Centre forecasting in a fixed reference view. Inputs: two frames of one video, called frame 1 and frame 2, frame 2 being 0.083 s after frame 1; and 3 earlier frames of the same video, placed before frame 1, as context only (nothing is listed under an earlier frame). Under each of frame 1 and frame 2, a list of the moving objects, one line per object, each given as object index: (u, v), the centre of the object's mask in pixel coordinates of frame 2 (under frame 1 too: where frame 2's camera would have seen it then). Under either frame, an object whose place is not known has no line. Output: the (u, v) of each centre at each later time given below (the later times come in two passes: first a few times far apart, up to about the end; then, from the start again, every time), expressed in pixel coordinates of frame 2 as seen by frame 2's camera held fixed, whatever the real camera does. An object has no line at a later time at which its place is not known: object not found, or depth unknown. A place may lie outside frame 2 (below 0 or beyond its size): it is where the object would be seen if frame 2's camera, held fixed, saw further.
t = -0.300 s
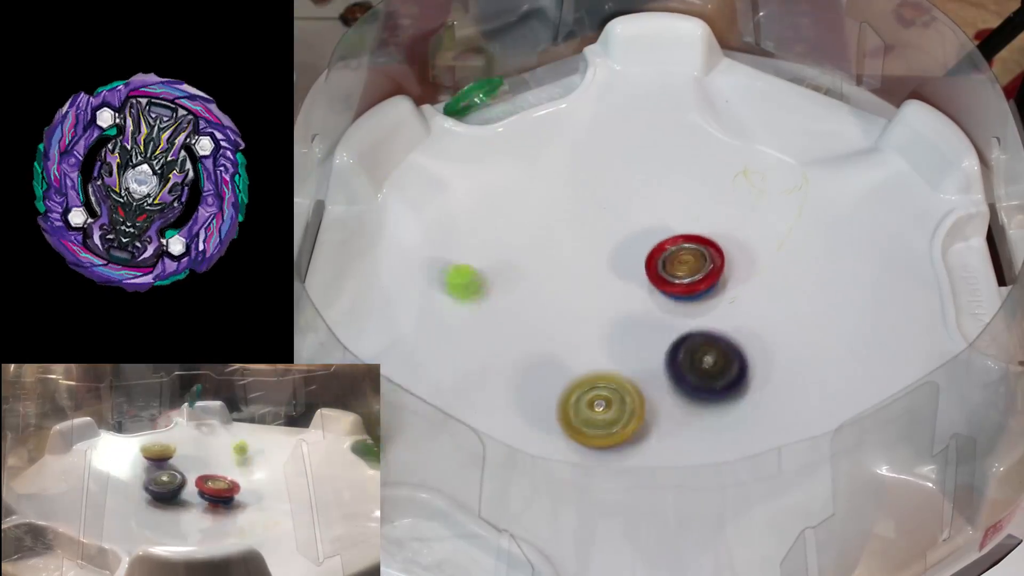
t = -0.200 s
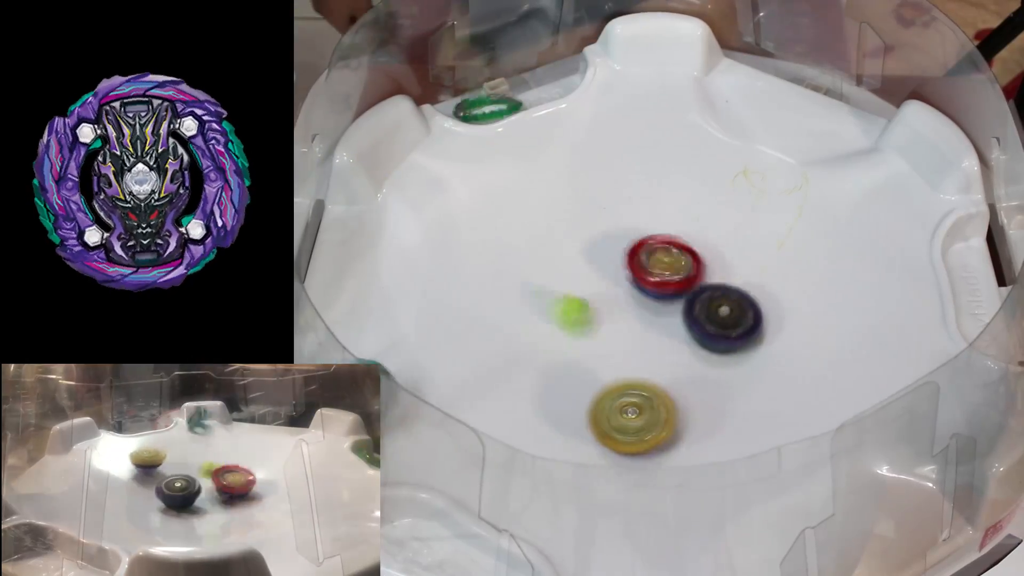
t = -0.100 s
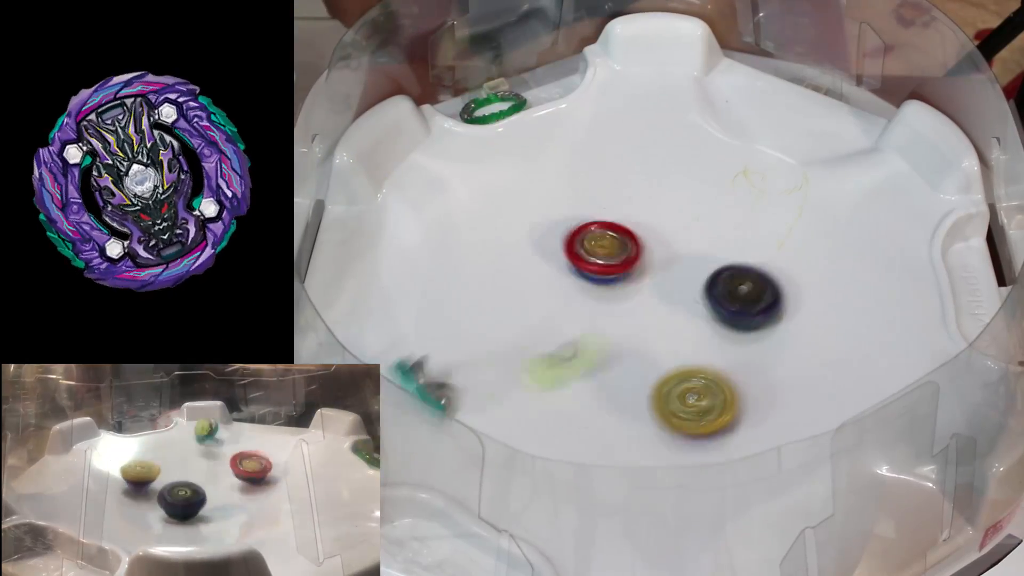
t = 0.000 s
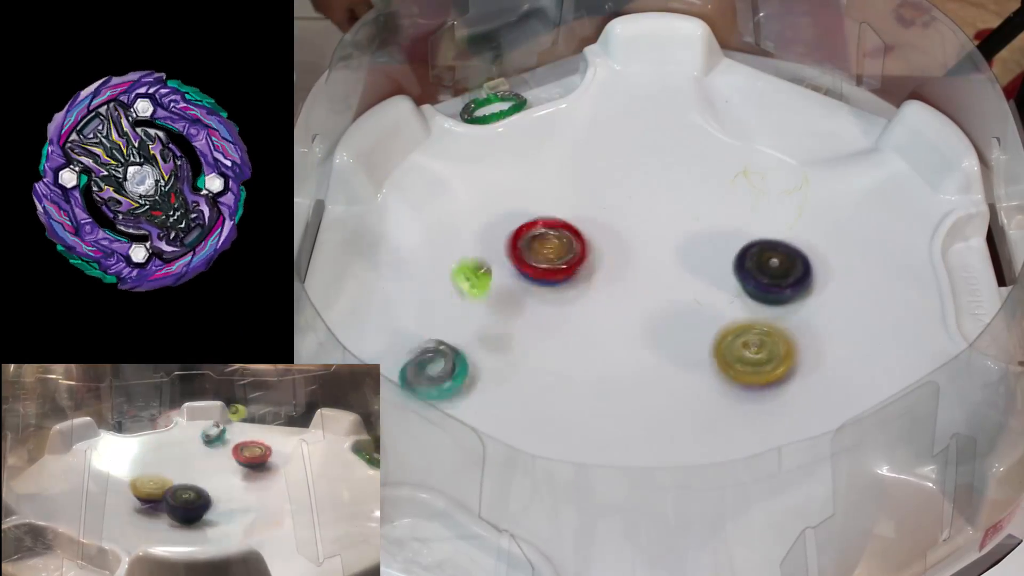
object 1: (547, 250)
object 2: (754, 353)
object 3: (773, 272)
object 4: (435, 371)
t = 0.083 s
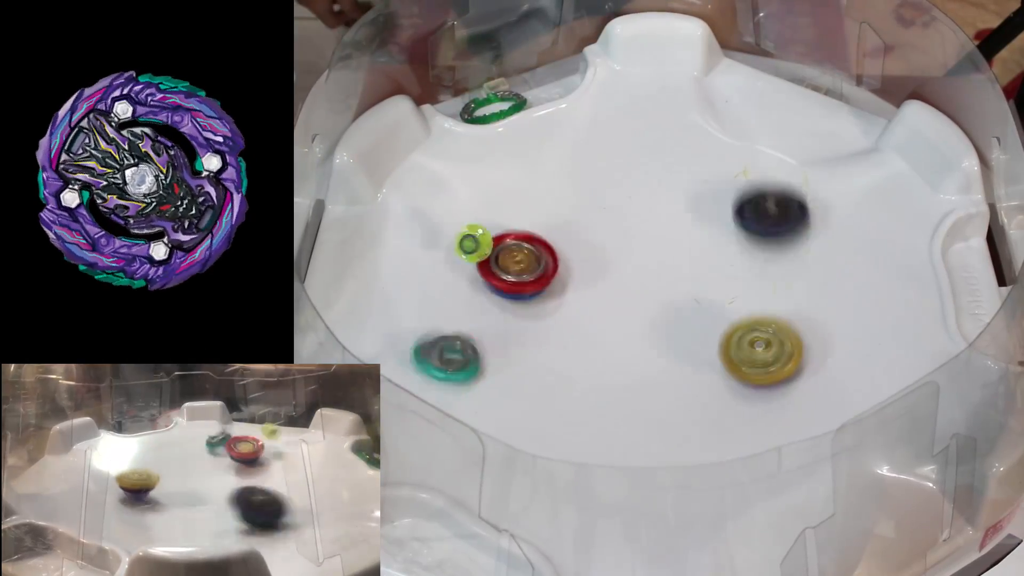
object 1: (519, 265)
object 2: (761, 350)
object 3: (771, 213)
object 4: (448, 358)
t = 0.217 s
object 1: (535, 281)
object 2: (732, 381)
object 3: (733, 102)
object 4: (475, 353)
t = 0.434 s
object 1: (645, 282)
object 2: (693, 337)
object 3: (775, 86)
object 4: (495, 359)
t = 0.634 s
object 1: (721, 249)
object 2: (641, 357)
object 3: (845, 133)
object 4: (502, 358)
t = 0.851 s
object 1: (737, 266)
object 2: (634, 389)
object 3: (830, 194)
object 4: (507, 357)
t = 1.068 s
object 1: (668, 316)
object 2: (657, 391)
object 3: (766, 279)
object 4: (512, 356)
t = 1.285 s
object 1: (592, 322)
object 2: (651, 394)
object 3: (689, 329)
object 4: (516, 355)
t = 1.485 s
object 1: (586, 313)
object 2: (634, 380)
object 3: (685, 263)
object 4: (518, 355)
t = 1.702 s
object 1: (608, 240)
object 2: (659, 400)
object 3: (742, 234)
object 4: (524, 354)
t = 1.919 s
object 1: (644, 238)
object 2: (651, 349)
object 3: (776, 259)
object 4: (530, 353)
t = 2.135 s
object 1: (655, 296)
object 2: (586, 315)
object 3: (770, 248)
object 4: (522, 352)
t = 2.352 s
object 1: (663, 320)
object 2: (549, 303)
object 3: (760, 270)
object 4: (512, 356)
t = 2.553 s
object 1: (660, 326)
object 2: (567, 305)
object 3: (709, 266)
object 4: (514, 356)
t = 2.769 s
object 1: (674, 336)
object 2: (589, 281)
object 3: (687, 242)
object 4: (517, 355)
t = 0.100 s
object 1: (516, 268)
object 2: (759, 358)
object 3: (767, 194)
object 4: (451, 352)
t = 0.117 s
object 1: (513, 272)
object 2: (756, 364)
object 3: (763, 177)
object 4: (460, 347)
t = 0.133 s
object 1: (512, 275)
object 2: (752, 369)
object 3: (759, 161)
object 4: (468, 346)
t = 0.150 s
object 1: (512, 279)
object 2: (748, 374)
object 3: (754, 146)
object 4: (474, 345)
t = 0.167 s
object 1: (513, 281)
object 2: (744, 377)
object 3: (749, 134)
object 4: (479, 339)
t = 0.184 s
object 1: (518, 281)
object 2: (740, 379)
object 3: (744, 122)
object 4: (478, 344)
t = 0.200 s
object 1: (527, 281)
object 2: (736, 380)
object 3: (738, 111)
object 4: (477, 350)
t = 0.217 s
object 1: (535, 281)
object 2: (732, 381)
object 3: (733, 102)
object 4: (475, 353)
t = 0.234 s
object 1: (543, 281)
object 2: (729, 380)
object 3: (728, 93)
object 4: (474, 355)
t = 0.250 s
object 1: (553, 281)
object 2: (725, 379)
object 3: (724, 84)
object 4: (475, 358)
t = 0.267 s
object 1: (562, 282)
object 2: (723, 377)
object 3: (723, 76)
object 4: (476, 360)
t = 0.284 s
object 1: (570, 283)
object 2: (720, 374)
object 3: (728, 71)
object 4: (478, 360)
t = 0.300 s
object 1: (579, 284)
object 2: (718, 371)
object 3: (734, 68)
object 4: (481, 361)
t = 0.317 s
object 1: (588, 285)
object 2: (715, 367)
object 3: (740, 68)
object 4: (483, 361)
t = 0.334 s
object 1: (596, 286)
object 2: (712, 363)
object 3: (745, 71)
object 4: (485, 361)
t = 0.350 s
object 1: (605, 287)
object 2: (710, 358)
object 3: (751, 73)
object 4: (487, 361)
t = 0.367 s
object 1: (613, 286)
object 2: (707, 354)
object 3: (756, 73)
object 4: (489, 360)
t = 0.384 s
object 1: (621, 286)
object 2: (705, 349)
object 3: (761, 75)
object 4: (491, 360)
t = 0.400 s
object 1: (630, 285)
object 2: (702, 345)
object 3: (766, 79)
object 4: (493, 360)
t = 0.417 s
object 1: (638, 284)
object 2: (697, 341)
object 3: (770, 82)
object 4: (494, 360)
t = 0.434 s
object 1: (645, 282)
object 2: (693, 337)
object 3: (775, 86)
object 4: (495, 359)
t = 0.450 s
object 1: (653, 278)
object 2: (688, 335)
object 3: (780, 89)
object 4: (496, 359)
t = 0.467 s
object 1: (657, 275)
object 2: (684, 336)
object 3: (785, 93)
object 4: (497, 359)
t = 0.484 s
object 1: (664, 268)
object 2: (680, 337)
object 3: (791, 97)
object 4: (498, 359)
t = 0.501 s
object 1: (674, 265)
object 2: (676, 339)
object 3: (796, 100)
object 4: (498, 359)
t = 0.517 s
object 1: (680, 264)
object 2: (672, 340)
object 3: (802, 105)
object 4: (499, 359)
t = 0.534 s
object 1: (684, 259)
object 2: (667, 343)
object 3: (808, 108)
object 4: (499, 359)
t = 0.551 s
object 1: (693, 255)
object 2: (663, 345)
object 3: (814, 112)
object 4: (500, 359)
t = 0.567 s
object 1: (700, 255)
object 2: (658, 347)
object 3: (820, 116)
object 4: (501, 358)
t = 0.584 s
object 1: (704, 252)
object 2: (653, 349)
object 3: (826, 121)
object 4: (501, 358)
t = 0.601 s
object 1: (711, 251)
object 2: (649, 352)
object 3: (832, 126)
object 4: (502, 358)
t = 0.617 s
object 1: (717, 251)
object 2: (645, 354)
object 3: (839, 130)
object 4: (502, 358)
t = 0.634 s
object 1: (721, 249)
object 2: (641, 357)
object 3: (845, 133)
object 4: (502, 358)
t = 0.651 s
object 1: (726, 247)
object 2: (637, 359)
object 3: (849, 134)
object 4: (503, 358)
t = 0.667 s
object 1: (730, 248)
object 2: (634, 362)
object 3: (852, 135)
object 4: (503, 358)
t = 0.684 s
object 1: (733, 249)
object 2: (631, 365)
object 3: (854, 138)
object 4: (503, 358)
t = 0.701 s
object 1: (735, 249)
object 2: (629, 368)
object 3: (854, 141)
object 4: (503, 358)
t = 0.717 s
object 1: (737, 250)
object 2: (627, 371)
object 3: (854, 144)
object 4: (504, 358)
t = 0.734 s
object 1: (738, 251)
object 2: (626, 373)
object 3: (853, 148)
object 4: (504, 358)
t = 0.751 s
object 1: (740, 252)
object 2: (625, 376)
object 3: (851, 153)
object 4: (505, 358)
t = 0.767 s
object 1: (740, 255)
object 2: (625, 379)
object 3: (849, 159)
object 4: (505, 358)
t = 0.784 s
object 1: (739, 257)
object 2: (626, 381)
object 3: (846, 165)
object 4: (505, 357)
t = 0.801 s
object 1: (739, 259)
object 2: (627, 383)
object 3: (843, 172)
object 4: (506, 357)
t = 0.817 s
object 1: (738, 261)
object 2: (628, 385)
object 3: (839, 179)
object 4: (506, 357)
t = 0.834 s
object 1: (737, 263)
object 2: (631, 387)
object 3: (835, 186)
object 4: (506, 357)
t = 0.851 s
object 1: (737, 266)
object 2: (634, 389)
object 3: (830, 194)
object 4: (507, 357)
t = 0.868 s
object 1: (735, 269)
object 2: (638, 390)
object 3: (825, 202)
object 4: (507, 357)
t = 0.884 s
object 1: (733, 273)
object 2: (642, 391)
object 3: (820, 210)
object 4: (507, 357)
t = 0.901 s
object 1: (731, 276)
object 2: (647, 390)
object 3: (814, 218)
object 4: (508, 357)
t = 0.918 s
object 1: (729, 280)
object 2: (652, 389)
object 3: (808, 227)
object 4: (508, 357)
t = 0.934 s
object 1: (726, 285)
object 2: (657, 388)
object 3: (800, 235)
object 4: (509, 356)
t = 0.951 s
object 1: (723, 289)
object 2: (661, 386)
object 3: (793, 245)
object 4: (509, 356)
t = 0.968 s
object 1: (717, 296)
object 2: (665, 383)
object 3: (787, 252)
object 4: (510, 356)
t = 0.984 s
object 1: (707, 307)
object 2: (668, 379)
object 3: (785, 256)
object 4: (510, 356)
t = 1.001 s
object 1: (697, 318)
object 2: (670, 377)
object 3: (783, 260)
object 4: (510, 356)
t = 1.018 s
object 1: (689, 318)
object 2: (667, 380)
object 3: (780, 264)
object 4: (510, 356)
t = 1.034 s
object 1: (683, 316)
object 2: (663, 384)
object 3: (776, 269)
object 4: (511, 356)
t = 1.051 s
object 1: (675, 315)
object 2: (660, 387)
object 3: (771, 273)
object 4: (511, 356)
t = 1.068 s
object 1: (668, 316)
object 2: (657, 391)
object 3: (766, 279)
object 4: (512, 356)
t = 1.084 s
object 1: (662, 316)
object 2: (654, 393)
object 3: (761, 285)
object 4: (512, 356)
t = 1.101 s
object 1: (655, 316)
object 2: (652, 395)
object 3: (756, 291)
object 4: (512, 356)
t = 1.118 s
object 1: (647, 316)
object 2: (651, 396)
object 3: (750, 296)
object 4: (513, 356)
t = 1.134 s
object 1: (641, 317)
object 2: (650, 397)
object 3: (744, 303)
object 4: (513, 355)
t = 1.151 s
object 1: (634, 318)
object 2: (650, 396)
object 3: (737, 308)
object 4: (514, 355)
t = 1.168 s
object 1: (628, 320)
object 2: (651, 397)
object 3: (729, 313)
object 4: (514, 355)
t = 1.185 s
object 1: (622, 321)
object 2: (652, 396)
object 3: (722, 318)
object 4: (514, 355)
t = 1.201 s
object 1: (616, 321)
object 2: (653, 395)
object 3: (715, 323)
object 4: (514, 355)
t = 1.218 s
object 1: (610, 322)
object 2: (654, 393)
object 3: (708, 327)
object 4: (515, 355)
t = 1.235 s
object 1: (606, 322)
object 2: (655, 391)
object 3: (702, 331)
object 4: (515, 355)
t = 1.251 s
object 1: (601, 322)
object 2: (656, 390)
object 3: (696, 334)
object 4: (515, 355)
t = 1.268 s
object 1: (597, 322)
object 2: (653, 392)
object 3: (691, 332)
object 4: (515, 355)
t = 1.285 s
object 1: (592, 322)
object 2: (651, 394)
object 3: (689, 329)
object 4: (516, 355)
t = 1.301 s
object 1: (589, 322)
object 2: (648, 395)
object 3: (686, 324)
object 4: (516, 355)
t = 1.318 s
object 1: (586, 321)
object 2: (645, 396)
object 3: (684, 319)
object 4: (516, 355)
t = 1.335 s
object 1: (583, 320)
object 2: (642, 396)
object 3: (682, 314)
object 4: (516, 355)
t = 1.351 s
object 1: (582, 320)
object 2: (641, 396)
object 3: (681, 309)
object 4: (517, 355)
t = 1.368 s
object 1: (581, 319)
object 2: (640, 395)
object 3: (680, 303)
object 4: (517, 355)
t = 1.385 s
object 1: (580, 318)
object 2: (639, 394)
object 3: (679, 297)
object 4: (517, 355)
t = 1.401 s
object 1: (580, 318)
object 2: (638, 392)
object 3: (679, 291)
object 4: (517, 355)
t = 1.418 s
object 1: (580, 317)
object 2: (638, 390)
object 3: (680, 285)
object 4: (517, 355)
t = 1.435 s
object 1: (581, 317)
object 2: (637, 389)
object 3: (680, 280)
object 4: (518, 355)
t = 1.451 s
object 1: (583, 316)
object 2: (636, 386)
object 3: (682, 274)
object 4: (518, 355)
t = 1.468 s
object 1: (584, 314)
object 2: (635, 383)
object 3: (683, 268)
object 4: (518, 355)
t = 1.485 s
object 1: (586, 313)
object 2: (634, 380)
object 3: (685, 263)
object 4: (518, 355)
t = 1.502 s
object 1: (588, 313)
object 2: (633, 377)
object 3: (687, 259)
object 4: (518, 355)
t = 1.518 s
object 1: (589, 312)
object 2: (631, 374)
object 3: (690, 254)
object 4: (518, 355)
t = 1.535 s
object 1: (591, 309)
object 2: (630, 372)
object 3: (693, 250)
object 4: (518, 355)
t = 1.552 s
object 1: (593, 299)
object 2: (631, 376)
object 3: (696, 247)
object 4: (518, 355)
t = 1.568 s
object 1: (593, 289)
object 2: (632, 384)
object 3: (699, 244)
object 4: (519, 355)
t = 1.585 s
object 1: (593, 279)
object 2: (634, 389)
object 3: (703, 241)
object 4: (519, 355)
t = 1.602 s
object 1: (595, 270)
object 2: (635, 392)
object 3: (707, 240)
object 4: (520, 355)
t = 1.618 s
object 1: (597, 262)
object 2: (637, 396)
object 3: (712, 238)
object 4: (521, 354)
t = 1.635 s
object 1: (599, 256)
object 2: (641, 399)
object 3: (718, 236)
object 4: (521, 354)
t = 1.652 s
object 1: (601, 251)
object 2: (645, 400)
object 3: (724, 234)
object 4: (522, 354)
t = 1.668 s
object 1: (603, 246)
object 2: (649, 401)
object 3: (730, 234)
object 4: (523, 354)
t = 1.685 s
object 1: (605, 243)
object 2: (654, 401)
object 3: (736, 234)
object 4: (523, 354)
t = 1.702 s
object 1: (608, 240)
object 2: (659, 400)
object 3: (742, 234)
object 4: (524, 354)
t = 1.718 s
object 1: (611, 237)
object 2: (664, 398)
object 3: (748, 236)
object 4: (525, 354)
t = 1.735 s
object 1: (614, 236)
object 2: (667, 395)
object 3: (753, 239)
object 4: (525, 354)
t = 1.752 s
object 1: (617, 234)
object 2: (671, 391)
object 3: (758, 242)
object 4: (526, 354)
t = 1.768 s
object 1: (619, 232)
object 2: (674, 387)
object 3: (762, 245)
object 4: (526, 354)
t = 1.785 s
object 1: (622, 232)
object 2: (677, 382)
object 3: (765, 250)
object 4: (527, 353)
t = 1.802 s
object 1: (625, 232)
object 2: (679, 377)
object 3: (768, 255)
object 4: (527, 353)
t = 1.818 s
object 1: (627, 231)
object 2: (680, 372)
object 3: (770, 261)
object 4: (527, 353)
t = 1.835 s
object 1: (630, 232)
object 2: (678, 366)
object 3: (771, 267)
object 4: (528, 353)
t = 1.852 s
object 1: (632, 233)
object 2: (672, 363)
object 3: (771, 272)
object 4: (528, 353)
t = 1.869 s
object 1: (634, 233)
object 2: (668, 360)
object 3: (773, 266)
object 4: (529, 353)
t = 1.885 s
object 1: (638, 234)
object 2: (662, 356)
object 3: (774, 261)
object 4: (529, 353)
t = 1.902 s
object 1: (641, 236)
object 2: (657, 353)
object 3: (775, 259)
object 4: (529, 353)
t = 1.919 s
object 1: (644, 238)
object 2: (651, 349)
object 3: (776, 259)
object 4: (530, 353)
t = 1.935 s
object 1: (648, 240)
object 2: (645, 346)
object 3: (775, 256)
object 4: (530, 353)
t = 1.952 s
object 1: (651, 242)
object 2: (640, 343)
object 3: (773, 253)
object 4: (530, 353)
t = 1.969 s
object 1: (655, 246)
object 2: (634, 339)
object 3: (772, 251)
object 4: (531, 352)
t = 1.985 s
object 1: (658, 249)
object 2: (628, 337)
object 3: (769, 250)
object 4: (531, 352)
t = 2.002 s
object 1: (662, 253)
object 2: (621, 333)
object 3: (766, 249)
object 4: (531, 352)
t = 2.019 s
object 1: (665, 257)
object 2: (615, 330)
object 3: (763, 249)
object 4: (531, 352)
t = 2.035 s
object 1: (669, 262)
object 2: (610, 328)
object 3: (760, 250)
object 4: (532, 353)
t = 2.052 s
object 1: (673, 266)
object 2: (604, 325)
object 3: (756, 251)
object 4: (532, 352)
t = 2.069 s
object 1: (677, 269)
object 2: (599, 323)
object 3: (753, 252)
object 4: (532, 352)
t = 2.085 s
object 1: (675, 275)
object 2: (593, 321)
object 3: (754, 252)
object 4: (531, 352)
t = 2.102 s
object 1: (668, 283)
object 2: (589, 319)
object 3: (761, 250)
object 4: (531, 352)
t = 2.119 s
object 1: (661, 290)
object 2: (587, 317)
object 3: (766, 249)
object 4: (528, 352)
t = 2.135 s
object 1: (655, 296)
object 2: (586, 315)
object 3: (770, 248)
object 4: (522, 352)
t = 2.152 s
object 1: (650, 302)
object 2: (585, 313)
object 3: (773, 248)
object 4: (518, 353)
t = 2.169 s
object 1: (648, 305)
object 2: (579, 312)
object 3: (776, 248)
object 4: (518, 353)
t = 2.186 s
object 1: (648, 307)
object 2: (572, 311)
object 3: (778, 249)
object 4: (518, 353)
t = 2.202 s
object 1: (650, 311)
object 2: (565, 309)
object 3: (778, 250)
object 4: (517, 353)
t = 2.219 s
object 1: (652, 314)
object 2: (561, 308)
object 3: (778, 252)
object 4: (515, 354)
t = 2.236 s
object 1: (654, 316)
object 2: (557, 307)
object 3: (778, 254)
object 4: (514, 355)
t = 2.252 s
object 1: (656, 318)
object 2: (555, 305)
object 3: (777, 256)
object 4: (513, 355)
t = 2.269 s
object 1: (658, 319)
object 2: (553, 304)
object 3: (775, 258)
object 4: (512, 356)
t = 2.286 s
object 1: (660, 319)
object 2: (551, 303)
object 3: (773, 261)
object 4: (512, 356)
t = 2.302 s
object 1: (661, 319)
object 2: (550, 303)
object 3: (770, 263)
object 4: (512, 356)
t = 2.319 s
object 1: (662, 319)
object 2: (549, 302)
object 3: (767, 266)
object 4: (512, 356)
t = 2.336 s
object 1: (663, 319)
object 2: (549, 303)
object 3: (764, 268)
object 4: (512, 356)
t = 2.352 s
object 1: (663, 320)
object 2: (549, 303)
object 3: (760, 270)
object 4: (512, 356)
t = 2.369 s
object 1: (663, 320)
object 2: (550, 303)
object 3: (755, 273)
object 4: (513, 356)
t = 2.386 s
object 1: (664, 320)
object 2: (552, 304)
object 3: (751, 275)
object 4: (513, 356)
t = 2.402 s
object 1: (665, 319)
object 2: (554, 304)
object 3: (745, 277)
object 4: (513, 356)
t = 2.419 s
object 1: (665, 318)
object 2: (556, 306)
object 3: (739, 279)
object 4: (513, 356)
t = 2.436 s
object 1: (665, 318)
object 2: (559, 307)
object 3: (733, 281)
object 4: (513, 356)
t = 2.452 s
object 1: (664, 317)
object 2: (562, 308)
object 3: (726, 282)
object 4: (513, 356)
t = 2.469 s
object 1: (662, 317)
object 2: (564, 309)
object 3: (721, 282)
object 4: (513, 356)
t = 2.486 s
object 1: (658, 318)
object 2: (568, 309)
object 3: (719, 280)
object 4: (513, 356)
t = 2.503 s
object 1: (652, 319)
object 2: (571, 310)
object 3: (717, 276)
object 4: (513, 356)
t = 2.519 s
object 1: (653, 321)
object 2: (570, 308)
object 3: (714, 272)
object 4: (514, 356)
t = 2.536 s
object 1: (656, 324)
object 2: (568, 307)
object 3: (712, 269)
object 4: (514, 356)
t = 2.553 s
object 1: (660, 326)
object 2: (567, 305)
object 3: (709, 266)
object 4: (514, 356)
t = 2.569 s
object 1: (663, 328)
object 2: (567, 304)
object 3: (707, 263)
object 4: (515, 356)
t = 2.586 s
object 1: (666, 330)
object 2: (568, 303)
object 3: (704, 260)
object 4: (515, 356)
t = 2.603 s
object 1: (668, 331)
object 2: (570, 302)
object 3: (702, 257)
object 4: (515, 356)
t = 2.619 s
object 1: (669, 332)
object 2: (572, 301)
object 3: (701, 255)
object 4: (515, 356)
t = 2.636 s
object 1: (669, 332)
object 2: (573, 300)
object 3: (699, 253)
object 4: (515, 356)
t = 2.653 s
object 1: (669, 332)
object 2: (575, 299)
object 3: (697, 252)
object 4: (515, 355)
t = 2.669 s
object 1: (667, 332)
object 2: (579, 298)
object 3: (695, 250)
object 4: (515, 355)
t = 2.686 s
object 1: (665, 331)
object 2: (581, 296)
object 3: (694, 248)
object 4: (515, 355)
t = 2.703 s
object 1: (662, 330)
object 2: (585, 295)
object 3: (692, 247)
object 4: (516, 356)
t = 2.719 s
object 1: (660, 329)
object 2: (589, 294)
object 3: (691, 245)
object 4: (516, 355)
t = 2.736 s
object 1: (658, 328)
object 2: (591, 291)
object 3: (690, 244)
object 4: (516, 355)
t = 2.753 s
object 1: (665, 332)
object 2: (592, 288)
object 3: (688, 243)
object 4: (517, 355)
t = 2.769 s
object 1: (674, 336)
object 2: (589, 281)
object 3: (687, 242)
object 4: (517, 355)
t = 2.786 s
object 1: (683, 340)
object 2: (584, 273)
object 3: (685, 240)
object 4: (517, 355)
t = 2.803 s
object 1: (691, 344)
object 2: (582, 266)
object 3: (684, 240)
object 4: (517, 355)
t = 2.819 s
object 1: (699, 347)
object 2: (580, 260)
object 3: (682, 240)
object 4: (518, 355)
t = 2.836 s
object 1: (706, 350)
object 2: (579, 256)
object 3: (681, 239)
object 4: (518, 355)
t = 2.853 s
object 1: (712, 352)
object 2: (579, 252)
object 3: (679, 239)
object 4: (518, 355)
